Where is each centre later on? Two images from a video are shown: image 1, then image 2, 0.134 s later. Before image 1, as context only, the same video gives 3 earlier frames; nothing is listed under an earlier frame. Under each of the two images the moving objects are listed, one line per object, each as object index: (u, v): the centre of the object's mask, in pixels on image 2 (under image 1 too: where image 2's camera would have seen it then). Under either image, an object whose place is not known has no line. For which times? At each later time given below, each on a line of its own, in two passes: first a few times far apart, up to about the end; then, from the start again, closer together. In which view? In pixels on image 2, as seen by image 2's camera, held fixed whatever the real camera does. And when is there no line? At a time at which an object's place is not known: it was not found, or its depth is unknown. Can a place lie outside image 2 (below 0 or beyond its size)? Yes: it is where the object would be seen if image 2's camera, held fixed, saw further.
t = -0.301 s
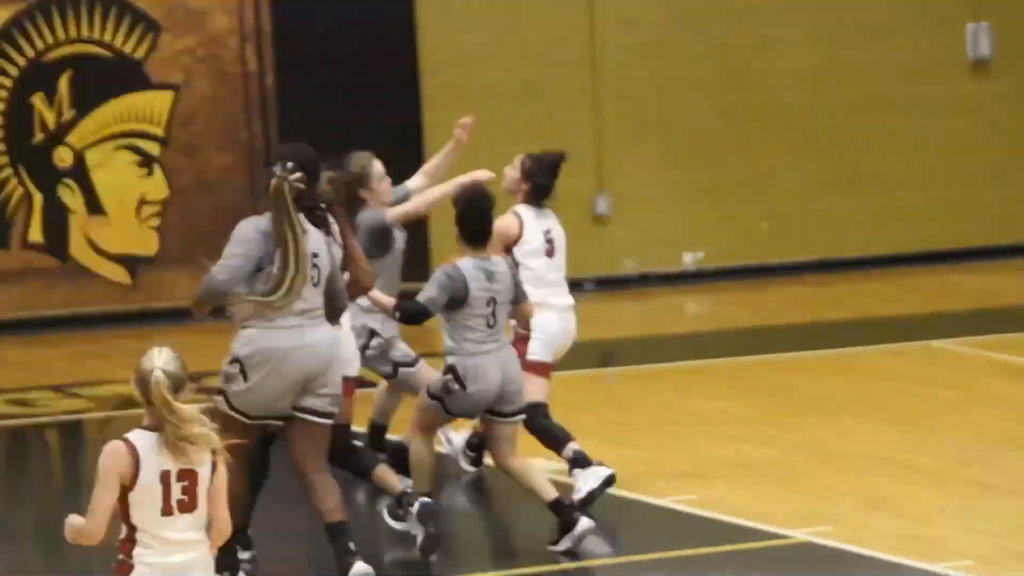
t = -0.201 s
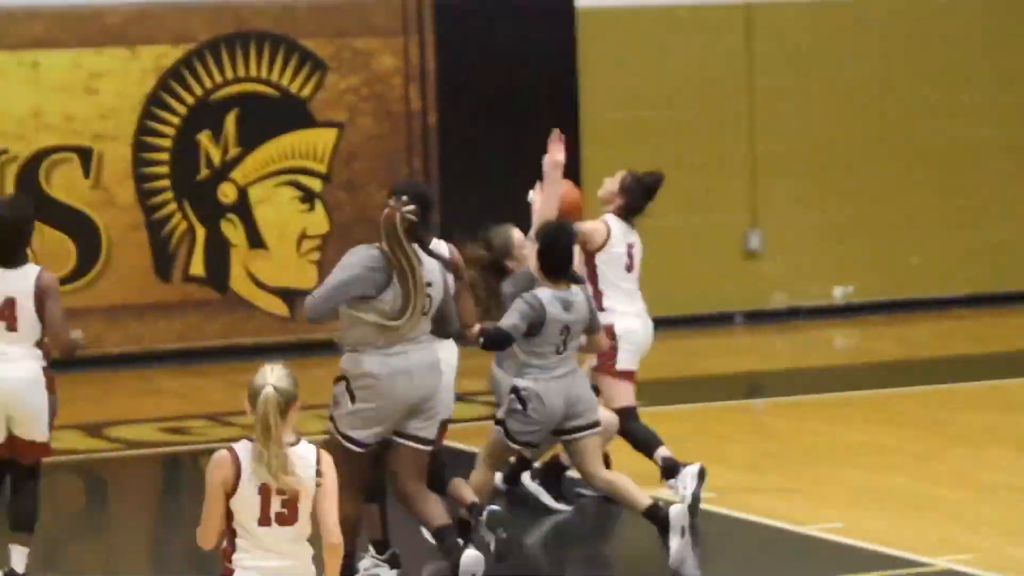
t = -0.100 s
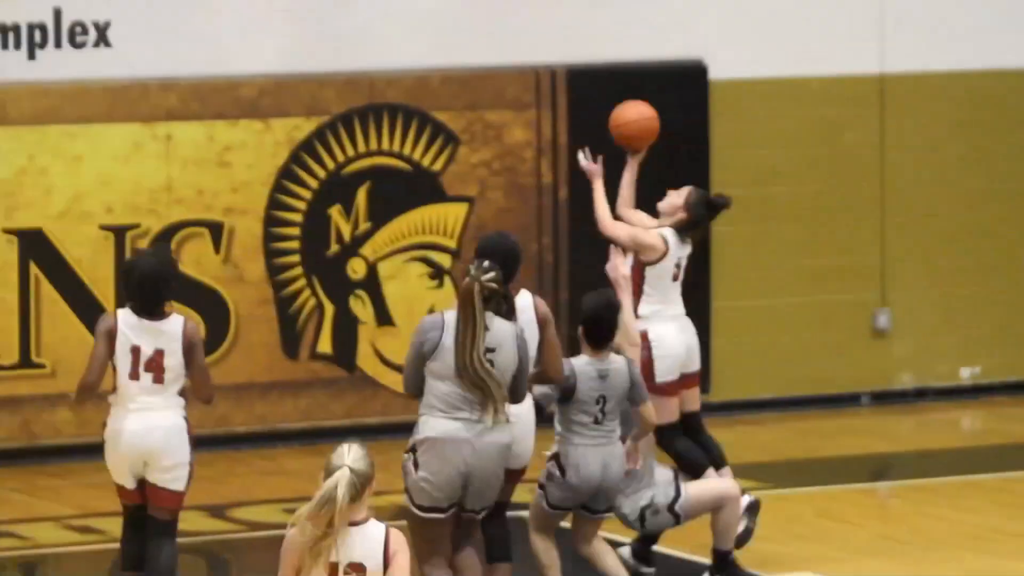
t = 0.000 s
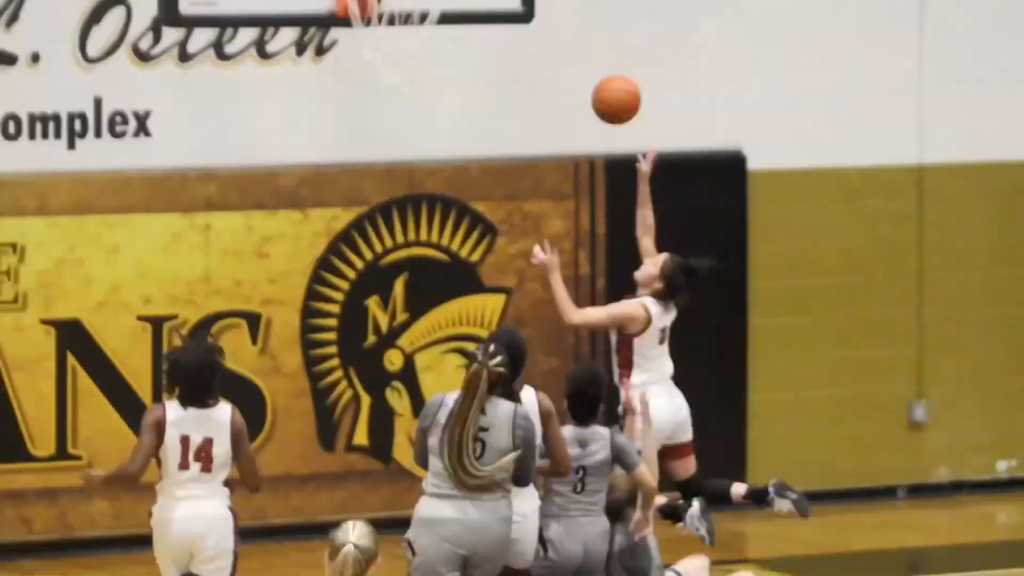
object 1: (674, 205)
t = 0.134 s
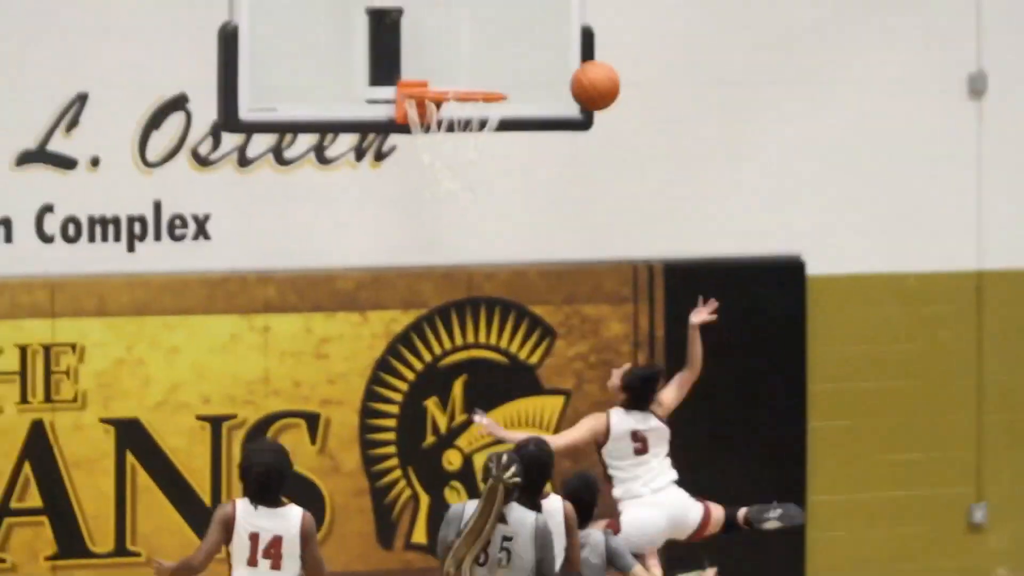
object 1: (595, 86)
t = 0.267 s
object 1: (517, 5)
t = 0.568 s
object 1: (442, 13)
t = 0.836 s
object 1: (425, 20)
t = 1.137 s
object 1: (443, 46)
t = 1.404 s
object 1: (468, 131)
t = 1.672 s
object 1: (458, 196)
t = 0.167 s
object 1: (576, 62)
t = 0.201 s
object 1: (556, 41)
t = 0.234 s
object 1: (536, 21)
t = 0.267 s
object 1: (517, 5)
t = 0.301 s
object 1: (498, -8)
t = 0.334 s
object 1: (491, -15)
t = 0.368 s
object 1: (484, -18)
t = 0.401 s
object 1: (477, -19)
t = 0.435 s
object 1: (470, -18)
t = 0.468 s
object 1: (464, -14)
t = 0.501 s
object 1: (457, -8)
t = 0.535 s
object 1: (450, 1)
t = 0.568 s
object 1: (442, 13)
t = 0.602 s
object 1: (435, 26)
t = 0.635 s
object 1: (428, 42)
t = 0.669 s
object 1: (422, 61)
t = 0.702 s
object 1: (418, 70)
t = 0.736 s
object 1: (420, 54)
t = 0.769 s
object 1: (422, 40)
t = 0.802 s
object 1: (424, 29)
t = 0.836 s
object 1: (425, 20)
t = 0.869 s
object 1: (428, 14)
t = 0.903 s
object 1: (430, 10)
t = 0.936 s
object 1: (431, 8)
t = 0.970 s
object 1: (434, 9)
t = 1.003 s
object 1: (435, 11)
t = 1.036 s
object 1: (437, 16)
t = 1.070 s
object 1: (439, 24)
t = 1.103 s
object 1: (441, 34)
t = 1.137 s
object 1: (443, 46)
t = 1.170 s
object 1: (445, 61)
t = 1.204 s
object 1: (448, 76)
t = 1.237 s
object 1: (451, 80)
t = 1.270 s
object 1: (454, 83)
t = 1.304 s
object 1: (459, 94)
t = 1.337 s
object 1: (466, 107)
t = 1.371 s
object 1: (465, 122)
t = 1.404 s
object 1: (468, 131)
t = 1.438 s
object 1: (470, 143)
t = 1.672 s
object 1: (458, 196)
